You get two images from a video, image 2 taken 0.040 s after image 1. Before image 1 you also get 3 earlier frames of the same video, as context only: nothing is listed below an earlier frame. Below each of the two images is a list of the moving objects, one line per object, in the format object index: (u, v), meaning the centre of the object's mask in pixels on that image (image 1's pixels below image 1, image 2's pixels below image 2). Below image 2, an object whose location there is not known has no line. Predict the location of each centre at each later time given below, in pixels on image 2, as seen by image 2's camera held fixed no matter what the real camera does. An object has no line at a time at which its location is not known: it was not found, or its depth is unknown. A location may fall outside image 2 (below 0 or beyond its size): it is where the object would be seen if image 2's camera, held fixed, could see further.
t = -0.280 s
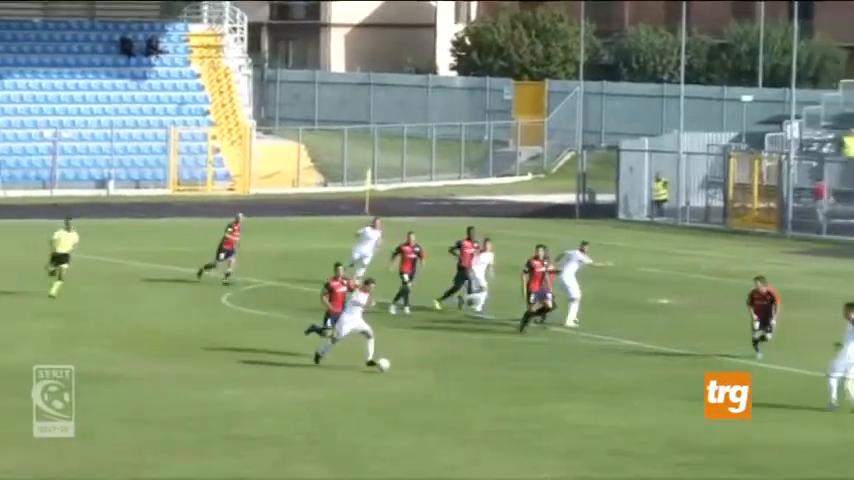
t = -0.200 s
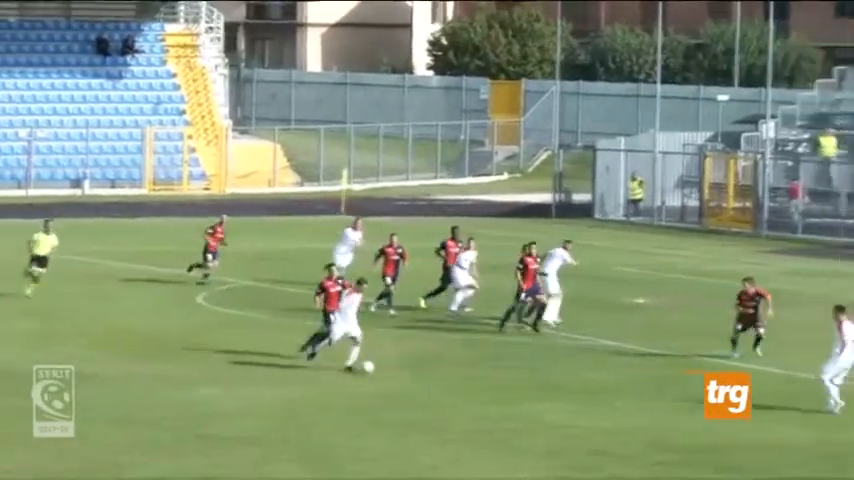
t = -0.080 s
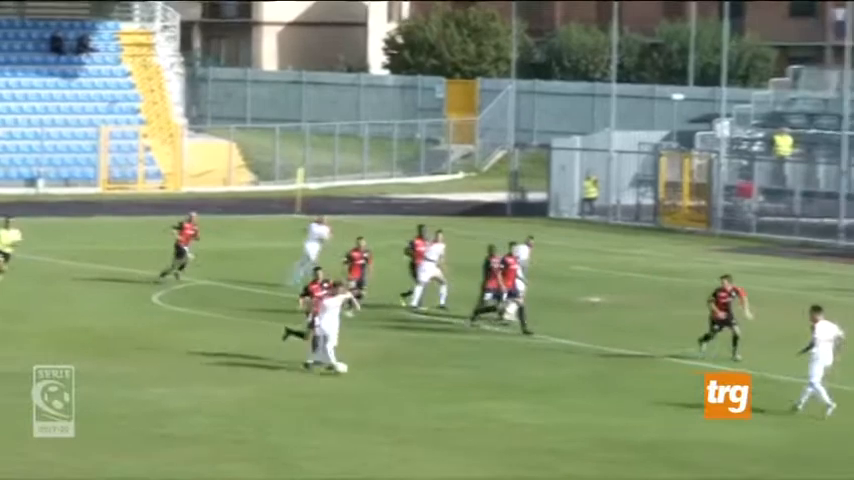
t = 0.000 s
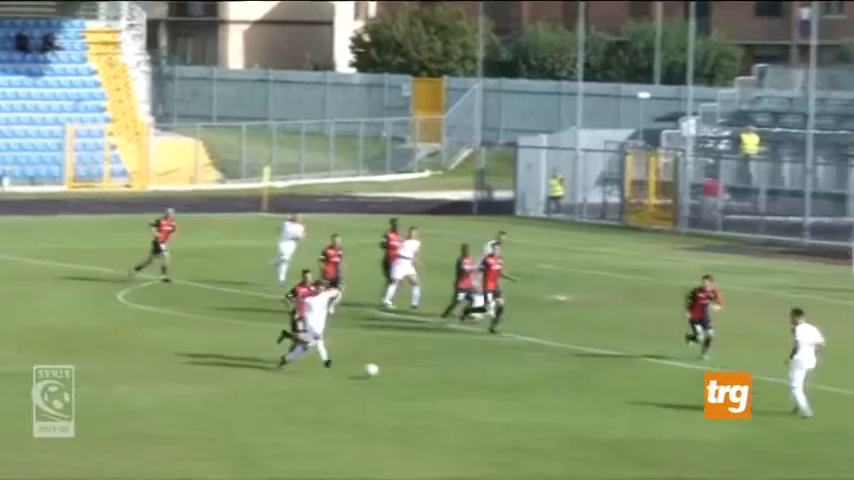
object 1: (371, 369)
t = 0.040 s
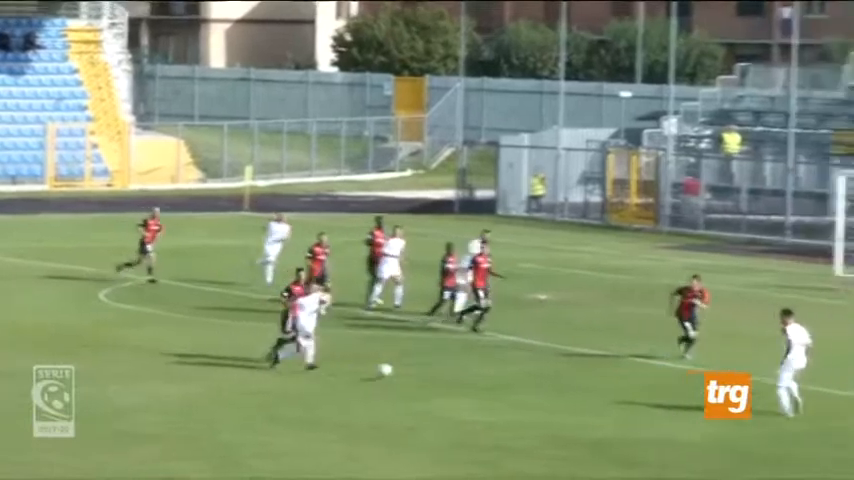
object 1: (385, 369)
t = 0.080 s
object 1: (414, 371)
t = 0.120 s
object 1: (445, 374)
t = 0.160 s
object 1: (475, 379)
